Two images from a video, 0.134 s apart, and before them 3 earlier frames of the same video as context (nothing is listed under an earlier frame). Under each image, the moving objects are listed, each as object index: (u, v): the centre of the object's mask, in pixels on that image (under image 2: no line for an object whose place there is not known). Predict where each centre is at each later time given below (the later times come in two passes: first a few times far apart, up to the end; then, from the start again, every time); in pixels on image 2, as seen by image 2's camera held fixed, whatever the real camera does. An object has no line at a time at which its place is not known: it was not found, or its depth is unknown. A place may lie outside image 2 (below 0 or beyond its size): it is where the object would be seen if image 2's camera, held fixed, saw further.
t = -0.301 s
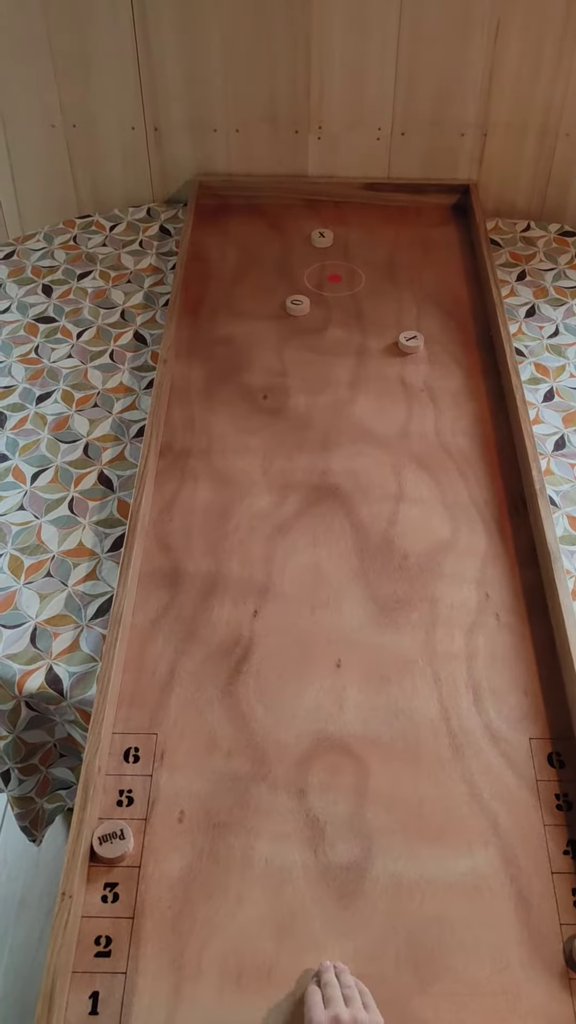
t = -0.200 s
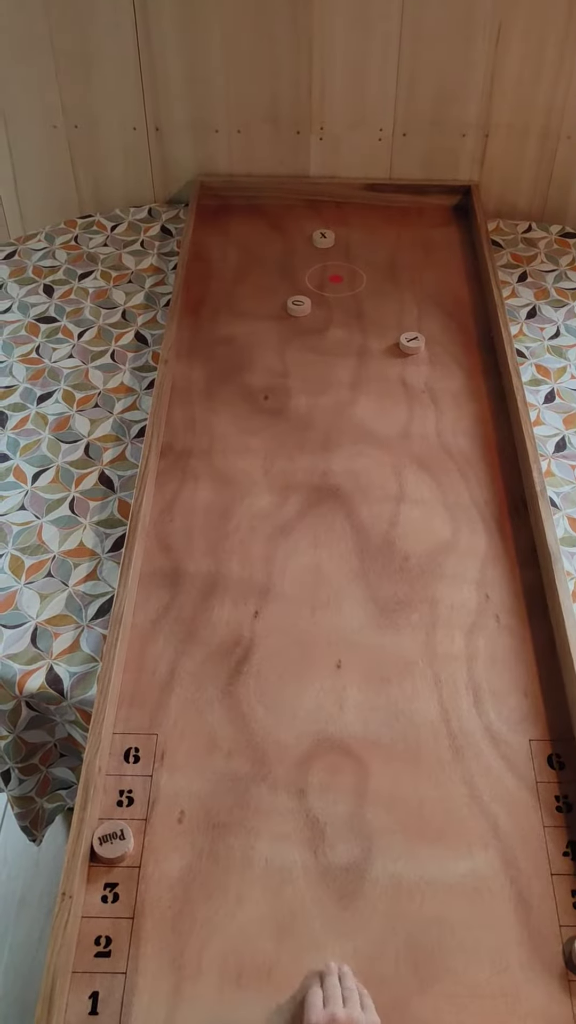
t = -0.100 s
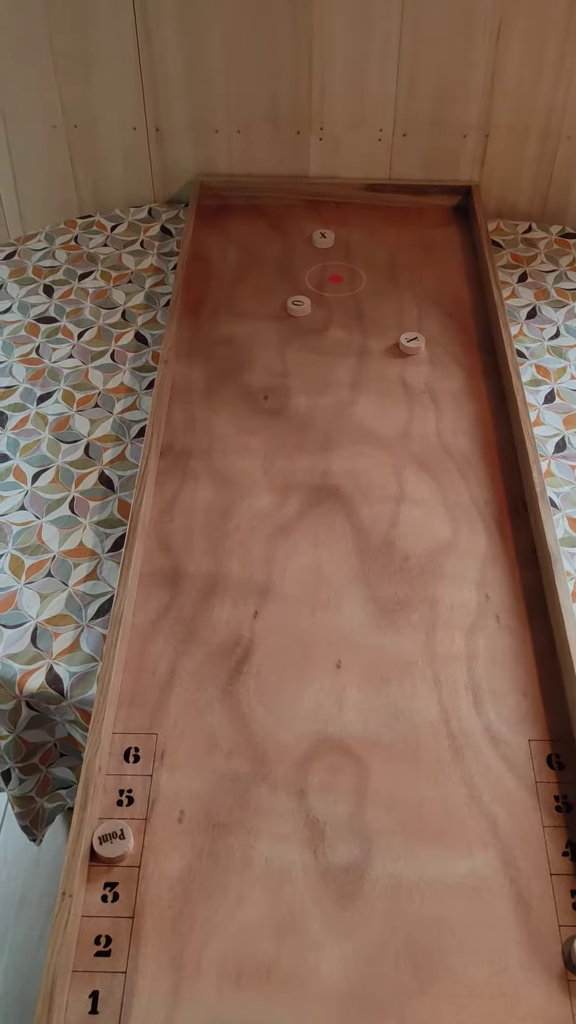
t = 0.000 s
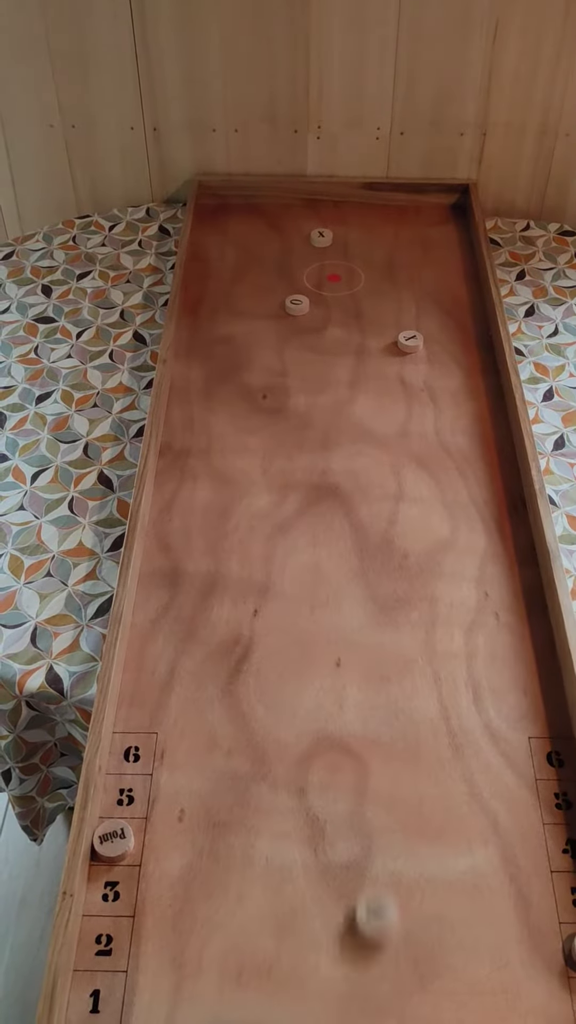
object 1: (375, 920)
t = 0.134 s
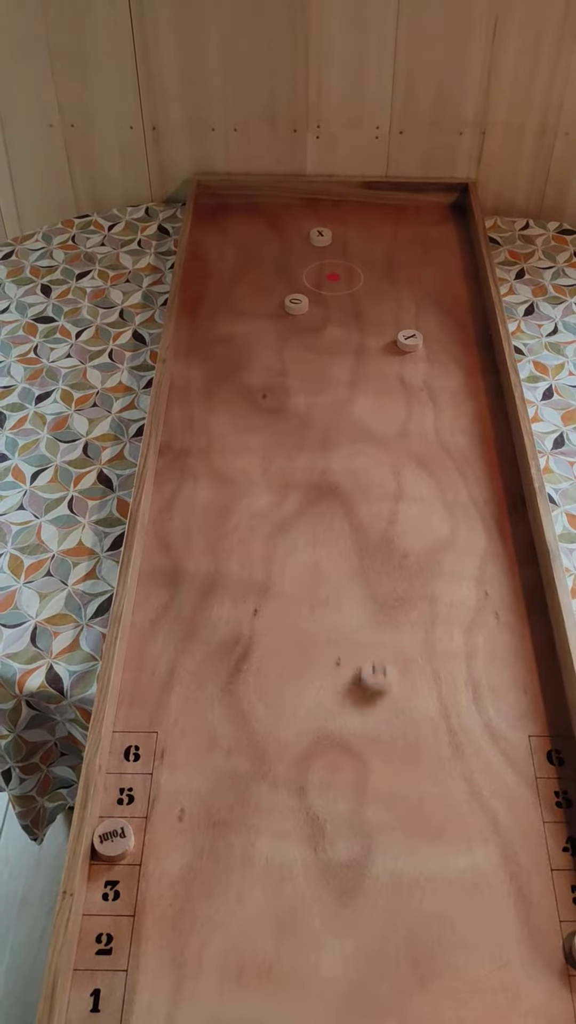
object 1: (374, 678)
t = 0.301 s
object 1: (375, 508)
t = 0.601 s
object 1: (368, 380)
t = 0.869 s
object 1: (367, 367)
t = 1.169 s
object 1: (367, 367)
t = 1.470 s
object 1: (367, 367)
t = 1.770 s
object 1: (367, 367)
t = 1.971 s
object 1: (367, 367)
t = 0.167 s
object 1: (375, 635)
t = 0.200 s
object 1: (377, 597)
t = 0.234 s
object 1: (377, 563)
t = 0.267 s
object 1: (376, 533)
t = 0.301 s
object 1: (375, 508)
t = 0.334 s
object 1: (375, 485)
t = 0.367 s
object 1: (374, 465)
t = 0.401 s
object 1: (372, 447)
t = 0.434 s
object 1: (372, 432)
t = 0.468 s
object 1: (371, 419)
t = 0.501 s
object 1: (370, 407)
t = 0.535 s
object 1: (369, 396)
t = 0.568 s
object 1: (369, 388)
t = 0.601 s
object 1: (368, 380)
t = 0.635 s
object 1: (368, 375)
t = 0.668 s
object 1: (368, 371)
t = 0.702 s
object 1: (367, 368)
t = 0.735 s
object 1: (367, 367)
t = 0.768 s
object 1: (367, 367)
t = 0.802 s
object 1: (367, 367)
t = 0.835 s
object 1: (367, 367)
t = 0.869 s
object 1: (367, 367)
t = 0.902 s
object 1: (367, 366)
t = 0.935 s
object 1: (367, 367)
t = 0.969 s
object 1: (367, 367)
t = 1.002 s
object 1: (367, 367)
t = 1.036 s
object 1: (367, 366)
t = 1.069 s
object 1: (367, 367)
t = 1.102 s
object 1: (367, 367)
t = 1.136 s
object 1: (367, 367)
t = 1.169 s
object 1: (367, 367)
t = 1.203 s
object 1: (367, 367)
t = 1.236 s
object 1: (367, 367)
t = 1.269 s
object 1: (367, 367)
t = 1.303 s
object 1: (367, 367)
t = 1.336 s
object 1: (367, 367)
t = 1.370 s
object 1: (367, 367)
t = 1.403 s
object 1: (367, 367)
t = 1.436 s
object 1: (367, 367)
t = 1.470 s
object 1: (367, 367)
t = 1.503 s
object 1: (367, 367)
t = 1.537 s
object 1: (367, 367)
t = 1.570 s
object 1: (367, 367)
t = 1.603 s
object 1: (367, 367)
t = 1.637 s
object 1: (367, 367)
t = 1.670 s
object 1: (367, 367)
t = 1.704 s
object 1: (367, 367)
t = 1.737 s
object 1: (367, 367)
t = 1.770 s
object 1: (367, 367)
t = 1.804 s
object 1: (367, 367)
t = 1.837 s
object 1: (367, 367)
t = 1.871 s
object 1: (367, 367)
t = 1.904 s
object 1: (367, 367)
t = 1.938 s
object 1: (367, 367)
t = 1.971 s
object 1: (367, 367)
